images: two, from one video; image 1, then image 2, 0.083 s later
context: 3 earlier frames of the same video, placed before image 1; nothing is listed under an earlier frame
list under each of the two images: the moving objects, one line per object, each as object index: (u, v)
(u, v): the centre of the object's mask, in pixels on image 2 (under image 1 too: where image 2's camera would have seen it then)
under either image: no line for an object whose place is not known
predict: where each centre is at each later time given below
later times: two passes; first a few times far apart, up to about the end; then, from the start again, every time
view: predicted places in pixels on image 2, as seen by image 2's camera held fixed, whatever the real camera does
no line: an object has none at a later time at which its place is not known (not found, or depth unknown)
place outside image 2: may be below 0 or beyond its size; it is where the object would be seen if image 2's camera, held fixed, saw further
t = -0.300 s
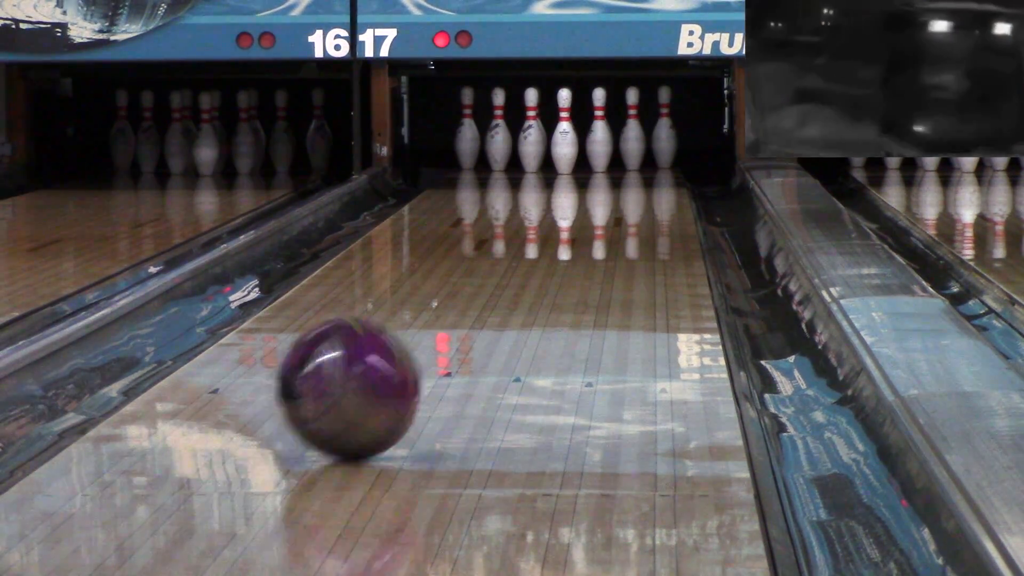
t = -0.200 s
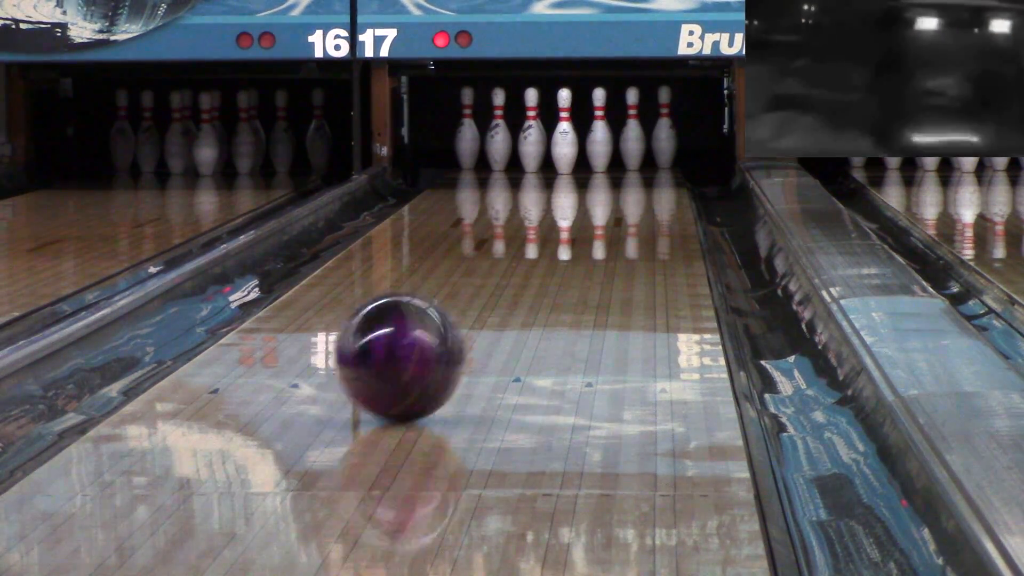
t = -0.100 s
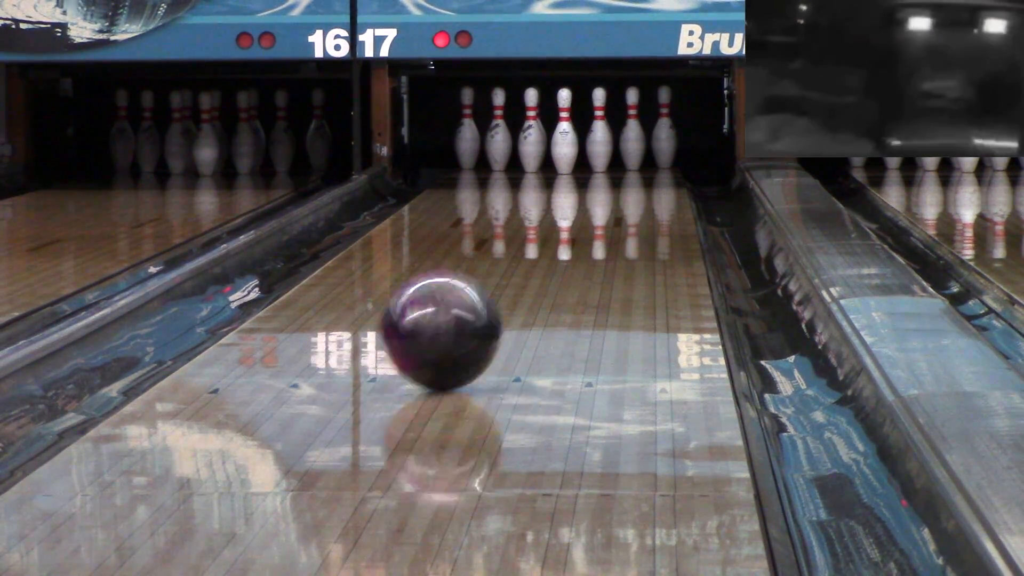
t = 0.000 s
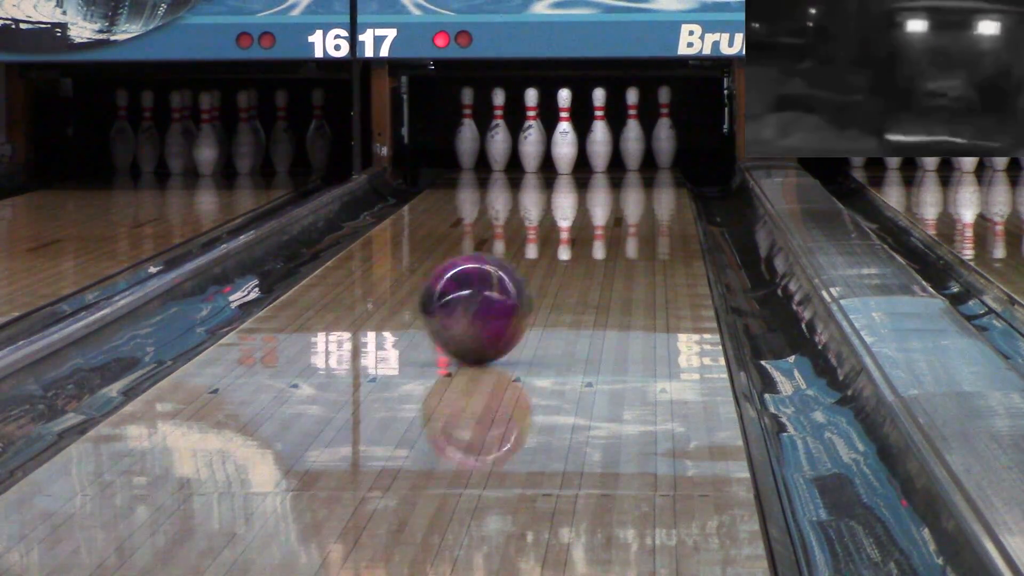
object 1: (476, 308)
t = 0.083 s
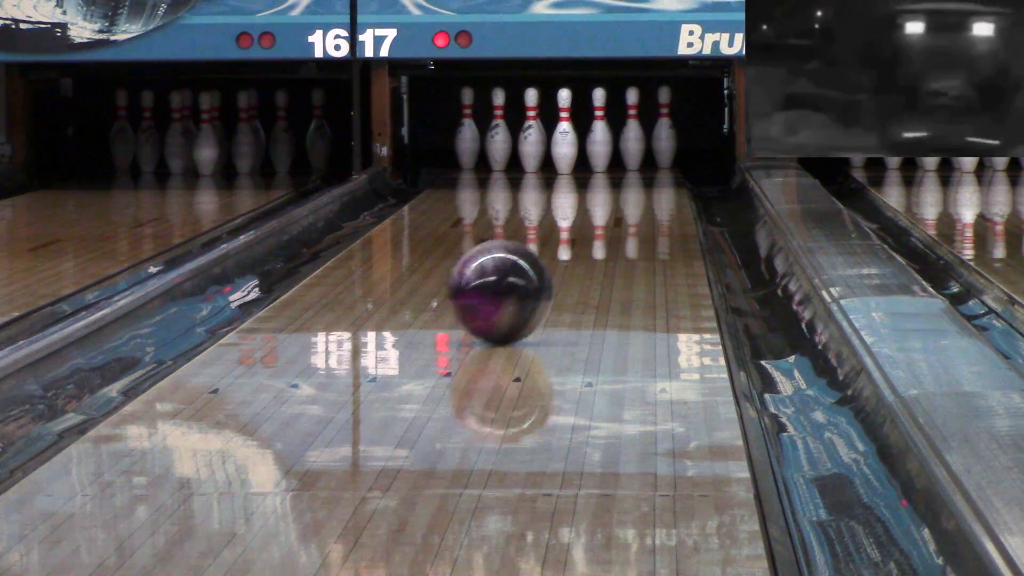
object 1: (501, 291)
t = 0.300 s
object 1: (551, 257)
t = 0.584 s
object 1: (597, 223)
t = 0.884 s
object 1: (628, 198)
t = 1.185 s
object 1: (637, 177)
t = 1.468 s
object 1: (618, 163)
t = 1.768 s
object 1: (582, 151)
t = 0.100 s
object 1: (505, 288)
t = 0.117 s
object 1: (510, 286)
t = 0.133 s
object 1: (514, 283)
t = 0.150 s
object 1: (518, 279)
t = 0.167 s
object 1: (522, 277)
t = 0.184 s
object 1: (526, 274)
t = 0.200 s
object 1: (530, 271)
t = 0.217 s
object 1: (534, 269)
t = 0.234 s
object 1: (537, 266)
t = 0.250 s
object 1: (541, 264)
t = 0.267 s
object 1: (545, 262)
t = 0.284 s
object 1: (548, 259)
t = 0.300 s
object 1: (551, 257)
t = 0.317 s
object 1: (554, 254)
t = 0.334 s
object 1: (557, 253)
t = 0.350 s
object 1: (561, 251)
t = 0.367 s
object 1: (564, 248)
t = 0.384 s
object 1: (566, 246)
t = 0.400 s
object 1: (570, 245)
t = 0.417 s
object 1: (572, 242)
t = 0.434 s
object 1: (576, 241)
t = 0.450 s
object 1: (578, 238)
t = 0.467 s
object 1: (580, 237)
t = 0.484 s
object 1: (583, 234)
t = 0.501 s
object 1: (586, 233)
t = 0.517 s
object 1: (588, 231)
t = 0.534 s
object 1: (590, 229)
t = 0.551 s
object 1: (592, 227)
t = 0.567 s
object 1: (594, 225)
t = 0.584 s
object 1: (597, 223)
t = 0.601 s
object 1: (599, 222)
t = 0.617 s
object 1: (601, 220)
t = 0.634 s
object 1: (603, 219)
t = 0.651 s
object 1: (605, 217)
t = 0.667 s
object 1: (607, 215)
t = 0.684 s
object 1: (610, 213)
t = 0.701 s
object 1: (611, 211)
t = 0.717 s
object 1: (612, 211)
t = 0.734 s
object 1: (614, 209)
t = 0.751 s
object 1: (614, 208)
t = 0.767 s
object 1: (617, 206)
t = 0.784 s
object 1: (619, 205)
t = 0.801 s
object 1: (620, 203)
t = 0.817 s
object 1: (621, 202)
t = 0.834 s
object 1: (623, 201)
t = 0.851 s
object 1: (624, 199)
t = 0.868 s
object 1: (626, 199)
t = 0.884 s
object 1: (628, 198)
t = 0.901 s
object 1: (628, 196)
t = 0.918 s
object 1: (630, 195)
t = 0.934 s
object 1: (631, 194)
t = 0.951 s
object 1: (632, 192)
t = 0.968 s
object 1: (633, 192)
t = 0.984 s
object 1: (633, 190)
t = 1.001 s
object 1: (634, 189)
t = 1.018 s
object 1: (635, 188)
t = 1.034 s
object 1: (636, 187)
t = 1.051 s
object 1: (636, 186)
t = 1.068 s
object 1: (636, 185)
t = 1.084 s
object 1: (637, 183)
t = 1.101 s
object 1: (637, 183)
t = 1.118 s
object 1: (637, 181)
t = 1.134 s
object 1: (637, 180)
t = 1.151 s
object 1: (637, 179)
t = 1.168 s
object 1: (637, 179)
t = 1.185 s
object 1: (637, 177)
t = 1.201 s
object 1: (636, 176)
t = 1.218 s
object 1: (635, 175)
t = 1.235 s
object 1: (636, 175)
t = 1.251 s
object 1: (635, 174)
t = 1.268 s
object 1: (634, 173)
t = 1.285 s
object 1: (633, 172)
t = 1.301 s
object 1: (632, 171)
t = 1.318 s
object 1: (631, 170)
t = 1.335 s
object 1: (630, 169)
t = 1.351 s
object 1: (629, 168)
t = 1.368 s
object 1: (628, 168)
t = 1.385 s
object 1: (627, 167)
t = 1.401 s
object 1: (626, 166)
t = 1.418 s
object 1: (624, 165)
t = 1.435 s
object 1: (623, 164)
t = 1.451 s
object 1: (619, 164)
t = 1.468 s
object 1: (618, 163)
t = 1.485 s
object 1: (617, 163)
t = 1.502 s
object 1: (615, 162)
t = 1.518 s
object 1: (614, 161)
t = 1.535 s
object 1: (612, 160)
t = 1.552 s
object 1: (611, 159)
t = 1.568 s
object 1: (608, 159)
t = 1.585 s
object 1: (606, 159)
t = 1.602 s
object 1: (604, 159)
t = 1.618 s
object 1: (601, 158)
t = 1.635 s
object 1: (598, 156)
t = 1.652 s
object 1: (594, 156)
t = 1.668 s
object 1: (593, 155)
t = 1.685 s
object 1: (592, 154)
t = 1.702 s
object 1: (590, 154)
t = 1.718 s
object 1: (588, 153)
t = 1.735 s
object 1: (586, 152)
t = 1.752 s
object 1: (584, 152)
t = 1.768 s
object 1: (582, 151)
